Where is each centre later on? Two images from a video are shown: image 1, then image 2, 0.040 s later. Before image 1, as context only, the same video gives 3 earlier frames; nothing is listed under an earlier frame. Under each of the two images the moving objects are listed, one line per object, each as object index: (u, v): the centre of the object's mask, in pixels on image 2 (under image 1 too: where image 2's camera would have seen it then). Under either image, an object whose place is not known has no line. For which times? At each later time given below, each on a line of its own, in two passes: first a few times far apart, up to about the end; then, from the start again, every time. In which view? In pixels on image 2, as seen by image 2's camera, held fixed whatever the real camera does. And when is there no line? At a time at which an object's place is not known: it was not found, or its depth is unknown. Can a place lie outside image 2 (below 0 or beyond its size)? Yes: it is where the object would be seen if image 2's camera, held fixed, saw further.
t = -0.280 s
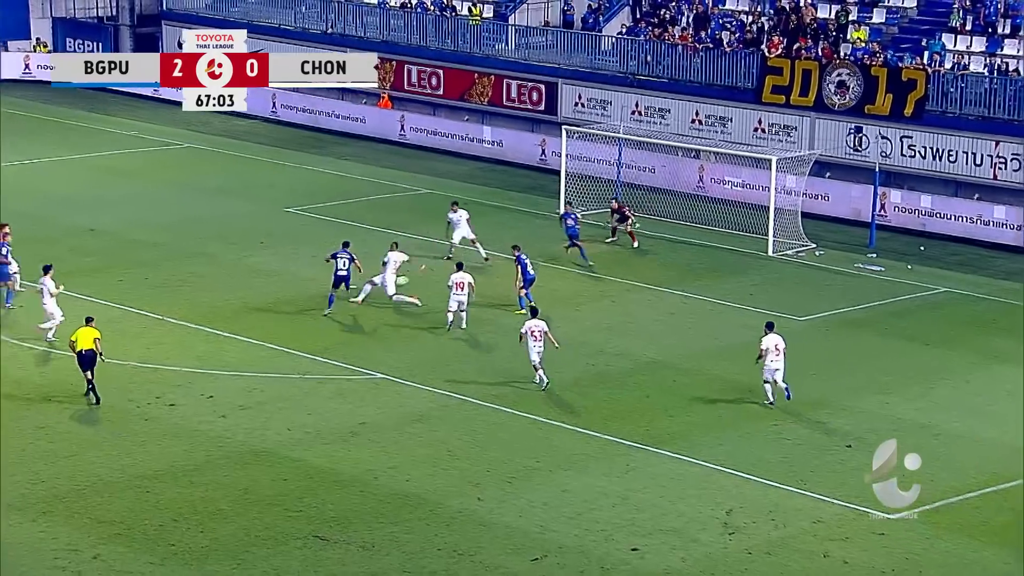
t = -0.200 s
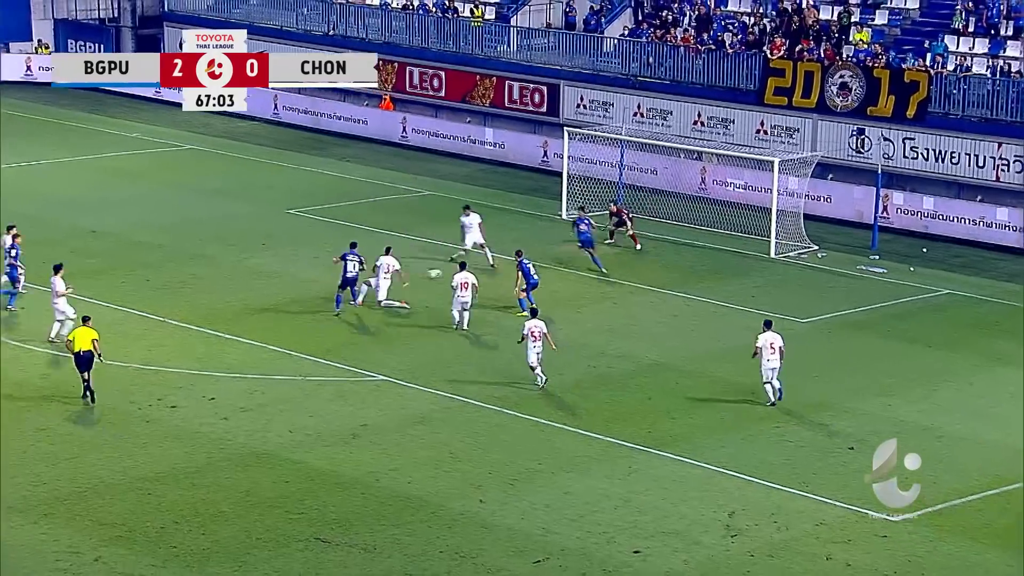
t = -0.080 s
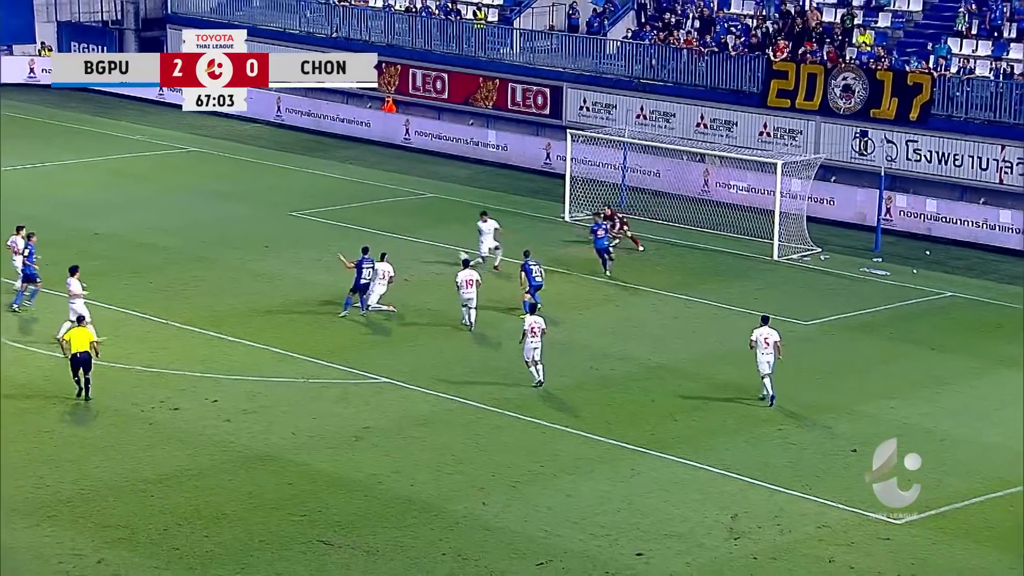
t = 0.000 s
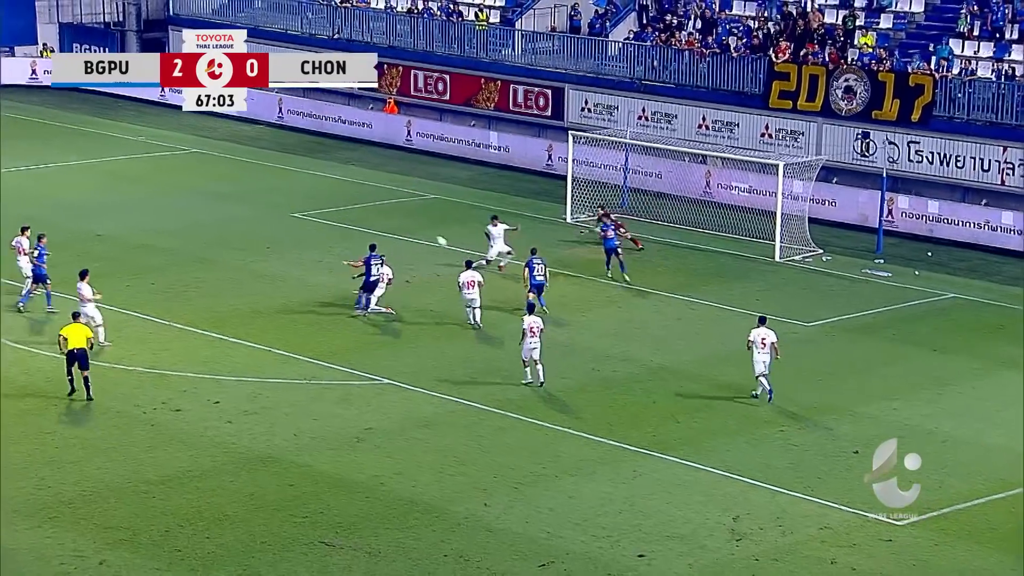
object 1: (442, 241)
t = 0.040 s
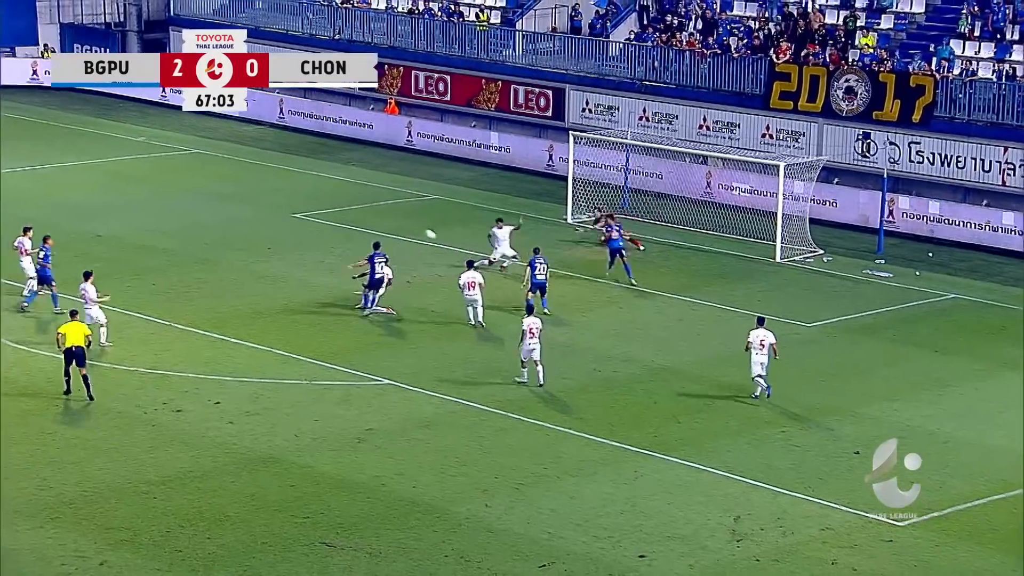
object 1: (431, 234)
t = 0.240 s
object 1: (373, 208)
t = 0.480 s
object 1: (307, 195)
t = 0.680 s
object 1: (254, 201)
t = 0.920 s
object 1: (194, 228)
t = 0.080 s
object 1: (419, 227)
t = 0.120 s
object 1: (408, 222)
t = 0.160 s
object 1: (396, 216)
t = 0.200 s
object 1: (384, 212)
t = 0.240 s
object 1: (373, 208)
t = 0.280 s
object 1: (362, 204)
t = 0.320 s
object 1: (351, 201)
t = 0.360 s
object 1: (340, 198)
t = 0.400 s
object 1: (329, 197)
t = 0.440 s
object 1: (318, 196)
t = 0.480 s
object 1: (307, 195)
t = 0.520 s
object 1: (297, 195)
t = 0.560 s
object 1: (286, 196)
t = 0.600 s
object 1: (276, 197)
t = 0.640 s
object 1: (265, 199)
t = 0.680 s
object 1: (254, 201)
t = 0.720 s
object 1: (244, 204)
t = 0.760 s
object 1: (234, 208)
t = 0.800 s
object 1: (224, 212)
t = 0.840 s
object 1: (214, 217)
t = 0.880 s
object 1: (204, 222)
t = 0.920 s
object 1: (194, 228)
